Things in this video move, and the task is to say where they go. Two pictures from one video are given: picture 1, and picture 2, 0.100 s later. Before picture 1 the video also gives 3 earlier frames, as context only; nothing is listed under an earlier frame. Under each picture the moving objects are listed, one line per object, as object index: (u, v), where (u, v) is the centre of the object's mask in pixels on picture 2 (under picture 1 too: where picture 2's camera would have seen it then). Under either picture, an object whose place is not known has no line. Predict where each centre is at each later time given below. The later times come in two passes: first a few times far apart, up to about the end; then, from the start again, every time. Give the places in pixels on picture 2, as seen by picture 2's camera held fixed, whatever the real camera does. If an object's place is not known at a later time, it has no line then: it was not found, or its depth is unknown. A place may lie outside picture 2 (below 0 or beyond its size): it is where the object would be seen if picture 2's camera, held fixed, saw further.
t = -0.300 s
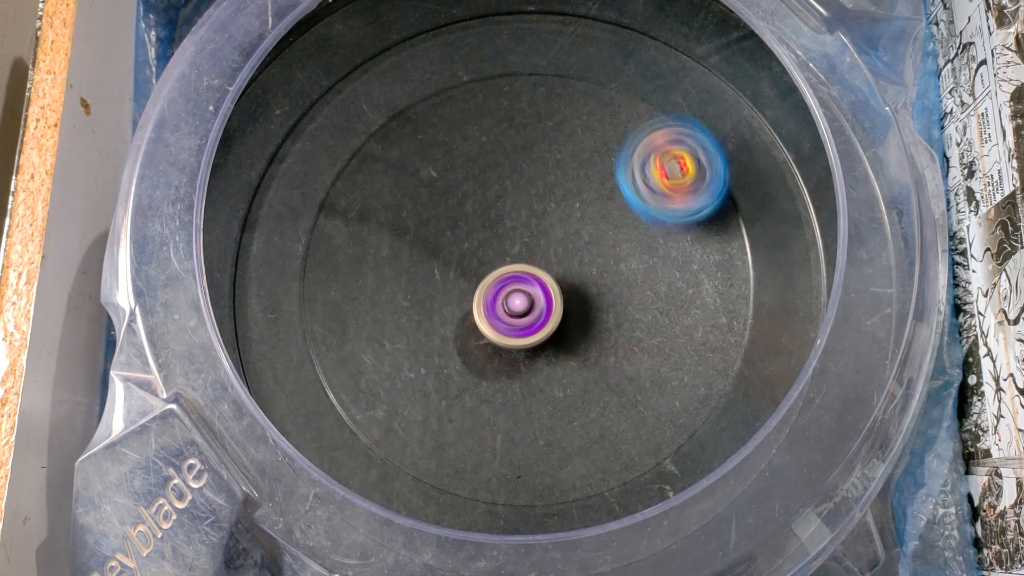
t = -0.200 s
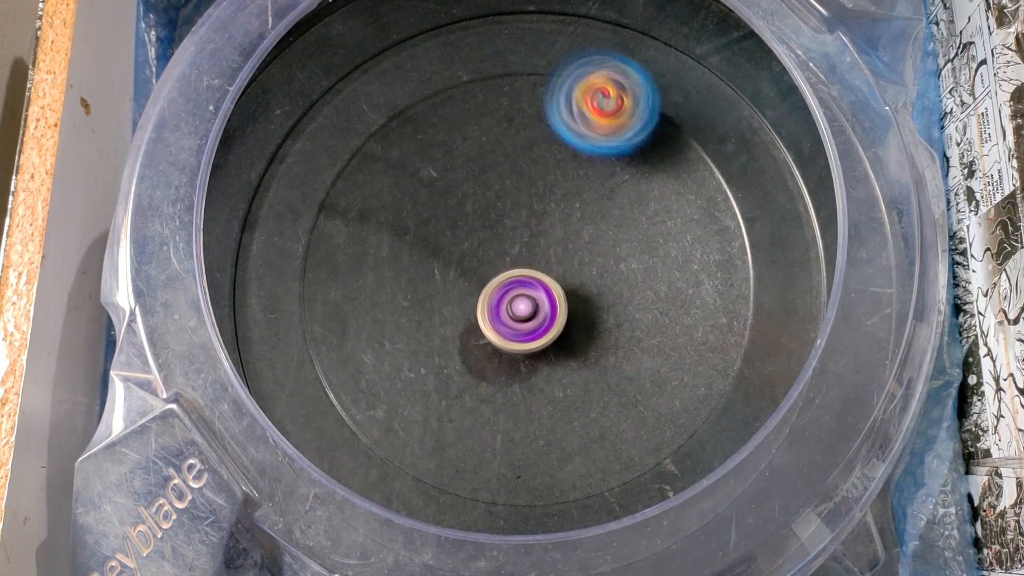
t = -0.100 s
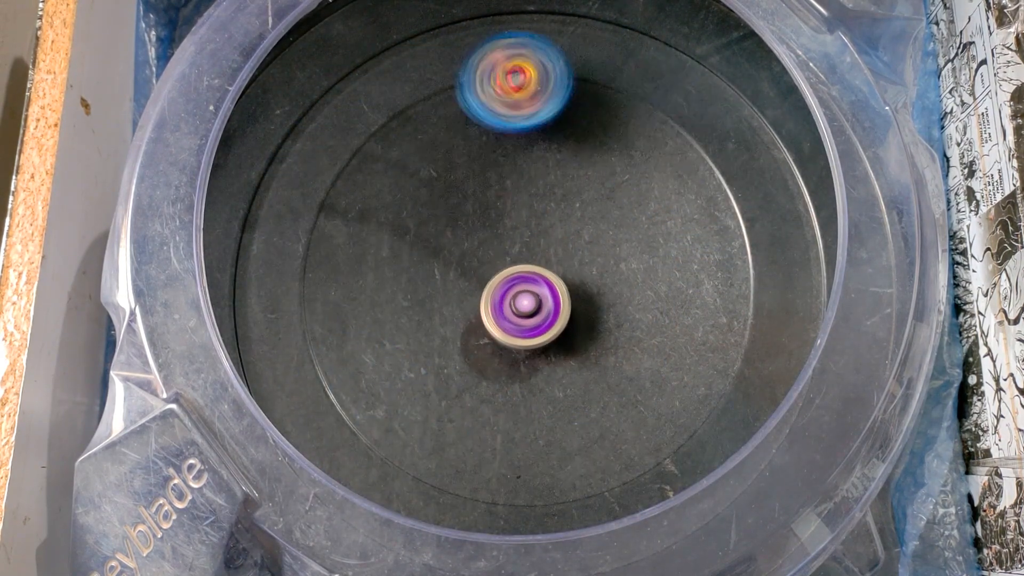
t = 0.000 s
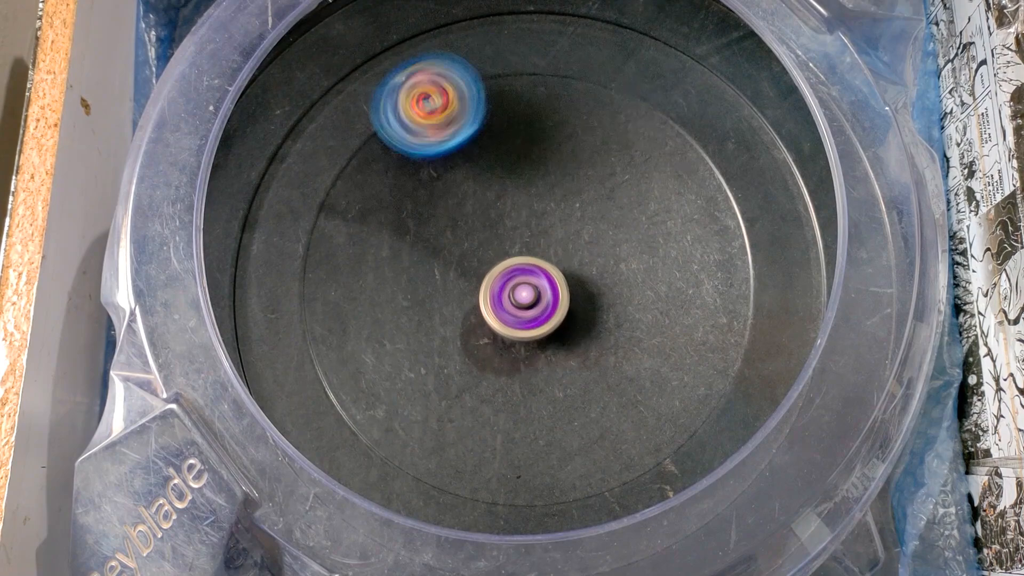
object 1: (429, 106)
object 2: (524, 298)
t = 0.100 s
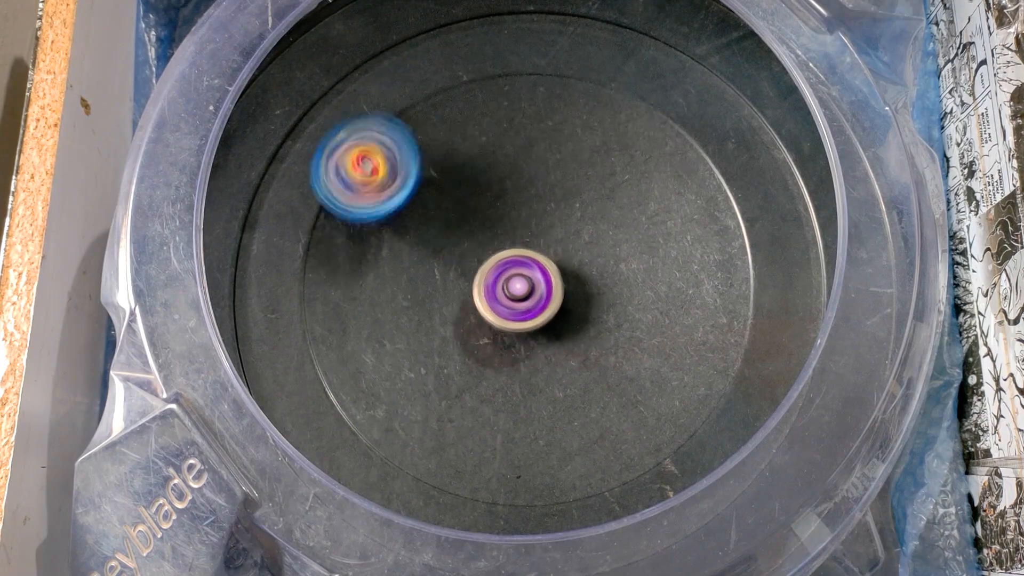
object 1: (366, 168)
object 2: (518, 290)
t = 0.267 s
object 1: (355, 319)
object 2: (500, 288)
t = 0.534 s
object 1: (583, 414)
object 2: (497, 295)
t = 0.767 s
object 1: (675, 234)
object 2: (507, 281)
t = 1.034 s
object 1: (479, 150)
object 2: (493, 273)
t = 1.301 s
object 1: (403, 306)
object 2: (506, 276)
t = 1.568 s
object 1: (546, 368)
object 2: (516, 258)
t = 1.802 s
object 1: (608, 249)
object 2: (508, 258)
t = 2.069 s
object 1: (633, 160)
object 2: (392, 289)
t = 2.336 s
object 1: (480, 202)
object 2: (449, 352)
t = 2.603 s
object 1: (431, 163)
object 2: (619, 478)
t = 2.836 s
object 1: (444, 198)
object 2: (693, 479)
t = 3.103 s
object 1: (509, 261)
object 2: (734, 467)
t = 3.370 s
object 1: (586, 227)
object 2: (756, 449)
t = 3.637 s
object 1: (527, 250)
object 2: (762, 418)
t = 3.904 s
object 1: (530, 335)
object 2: (747, 372)
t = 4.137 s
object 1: (567, 321)
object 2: (704, 262)
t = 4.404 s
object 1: (483, 257)
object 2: (569, 162)
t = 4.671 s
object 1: (439, 283)
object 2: (422, 178)
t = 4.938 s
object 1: (529, 265)
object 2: (364, 258)
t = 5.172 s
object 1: (548, 210)
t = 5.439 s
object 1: (509, 248)
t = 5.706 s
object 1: (688, 100)
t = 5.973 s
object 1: (735, 140)
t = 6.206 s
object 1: (685, 225)
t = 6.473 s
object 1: (475, 267)
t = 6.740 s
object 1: (466, 263)
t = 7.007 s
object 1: (573, 268)
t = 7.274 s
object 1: (668, 237)
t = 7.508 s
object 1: (617, 260)
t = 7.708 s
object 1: (587, 262)
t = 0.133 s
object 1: (353, 197)
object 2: (515, 289)
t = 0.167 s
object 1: (345, 226)
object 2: (511, 287)
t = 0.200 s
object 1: (343, 257)
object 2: (507, 287)
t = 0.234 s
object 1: (345, 288)
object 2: (503, 287)
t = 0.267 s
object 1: (355, 319)
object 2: (500, 288)
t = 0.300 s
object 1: (370, 350)
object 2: (498, 290)
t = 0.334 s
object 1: (391, 375)
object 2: (495, 291)
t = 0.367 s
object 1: (420, 397)
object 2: (494, 292)
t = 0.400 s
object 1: (448, 413)
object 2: (494, 293)
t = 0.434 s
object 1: (480, 422)
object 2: (495, 294)
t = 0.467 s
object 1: (515, 426)
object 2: (496, 295)
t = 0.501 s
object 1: (551, 423)
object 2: (496, 296)
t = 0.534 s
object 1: (583, 414)
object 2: (497, 295)
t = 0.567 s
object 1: (614, 399)
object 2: (499, 294)
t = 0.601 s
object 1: (641, 379)
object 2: (502, 293)
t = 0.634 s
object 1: (660, 356)
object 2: (504, 291)
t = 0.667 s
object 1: (674, 326)
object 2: (505, 289)
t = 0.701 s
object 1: (681, 297)
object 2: (506, 287)
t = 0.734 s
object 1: (682, 264)
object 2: (507, 284)
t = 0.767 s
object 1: (675, 234)
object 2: (507, 281)
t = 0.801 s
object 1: (661, 207)
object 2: (506, 278)
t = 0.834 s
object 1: (643, 182)
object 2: (503, 274)
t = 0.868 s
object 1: (620, 164)
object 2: (501, 272)
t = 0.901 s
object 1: (593, 150)
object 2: (498, 270)
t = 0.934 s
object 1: (565, 141)
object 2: (496, 270)
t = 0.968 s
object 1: (536, 139)
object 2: (494, 271)
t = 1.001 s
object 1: (507, 142)
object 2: (493, 271)
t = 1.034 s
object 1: (479, 150)
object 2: (493, 273)
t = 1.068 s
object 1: (453, 163)
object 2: (493, 273)
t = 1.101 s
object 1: (431, 179)
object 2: (493, 273)
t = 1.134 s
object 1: (416, 197)
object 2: (493, 274)
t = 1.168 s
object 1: (405, 218)
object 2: (495, 275)
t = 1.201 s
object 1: (399, 241)
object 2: (497, 276)
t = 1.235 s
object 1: (397, 263)
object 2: (500, 278)
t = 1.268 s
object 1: (398, 285)
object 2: (503, 277)
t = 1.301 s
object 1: (403, 306)
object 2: (506, 276)
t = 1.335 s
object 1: (413, 325)
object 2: (509, 274)
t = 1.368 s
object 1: (426, 343)
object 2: (512, 273)
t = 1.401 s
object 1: (441, 357)
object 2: (514, 270)
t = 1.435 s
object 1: (460, 368)
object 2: (516, 267)
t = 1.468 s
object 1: (481, 374)
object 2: (517, 265)
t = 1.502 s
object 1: (502, 377)
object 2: (517, 263)
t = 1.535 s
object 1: (524, 375)
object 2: (517, 261)
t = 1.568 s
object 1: (546, 368)
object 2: (516, 258)
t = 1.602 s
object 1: (565, 358)
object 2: (516, 257)
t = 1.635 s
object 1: (583, 344)
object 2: (515, 256)
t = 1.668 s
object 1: (596, 328)
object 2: (515, 256)
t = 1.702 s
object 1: (605, 308)
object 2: (514, 256)
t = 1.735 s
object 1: (610, 288)
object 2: (514, 257)
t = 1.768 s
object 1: (610, 268)
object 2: (513, 258)
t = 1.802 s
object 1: (608, 249)
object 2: (508, 258)
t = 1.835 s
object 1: (634, 236)
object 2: (472, 251)
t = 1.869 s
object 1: (654, 226)
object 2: (439, 246)
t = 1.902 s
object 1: (666, 217)
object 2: (415, 245)
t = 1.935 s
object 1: (669, 207)
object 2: (402, 249)
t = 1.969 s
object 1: (667, 196)
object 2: (395, 258)
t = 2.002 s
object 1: (659, 184)
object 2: (392, 268)
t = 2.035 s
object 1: (647, 172)
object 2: (391, 278)
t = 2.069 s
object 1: (633, 160)
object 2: (392, 289)
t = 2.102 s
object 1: (616, 149)
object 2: (393, 300)
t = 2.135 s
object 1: (596, 145)
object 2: (397, 310)
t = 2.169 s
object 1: (575, 145)
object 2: (402, 319)
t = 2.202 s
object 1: (553, 149)
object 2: (409, 328)
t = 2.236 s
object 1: (533, 158)
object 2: (417, 336)
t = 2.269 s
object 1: (513, 170)
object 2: (427, 343)
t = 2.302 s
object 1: (496, 185)
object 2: (437, 349)
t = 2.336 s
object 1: (480, 202)
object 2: (449, 352)
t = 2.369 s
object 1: (469, 222)
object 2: (463, 355)
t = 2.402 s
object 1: (459, 241)
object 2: (477, 355)
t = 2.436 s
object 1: (453, 260)
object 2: (491, 353)
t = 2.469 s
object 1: (445, 253)
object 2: (513, 374)
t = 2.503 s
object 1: (436, 220)
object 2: (542, 417)
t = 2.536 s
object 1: (431, 196)
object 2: (572, 451)
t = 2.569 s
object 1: (430, 176)
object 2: (597, 472)
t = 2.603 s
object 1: (431, 163)
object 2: (619, 478)
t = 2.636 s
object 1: (434, 156)
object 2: (641, 487)
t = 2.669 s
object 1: (437, 155)
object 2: (653, 486)
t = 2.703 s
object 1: (439, 160)
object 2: (663, 486)
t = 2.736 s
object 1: (441, 167)
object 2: (670, 484)
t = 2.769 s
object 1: (442, 177)
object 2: (678, 483)
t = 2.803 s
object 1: (443, 189)
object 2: (686, 481)
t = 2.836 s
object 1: (444, 198)
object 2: (693, 479)
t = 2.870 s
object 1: (445, 207)
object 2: (700, 478)
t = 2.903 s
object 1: (446, 216)
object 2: (706, 476)
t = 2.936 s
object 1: (449, 225)
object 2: (711, 474)
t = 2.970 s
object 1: (455, 235)
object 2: (717, 473)
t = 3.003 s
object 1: (465, 244)
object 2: (722, 471)
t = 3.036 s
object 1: (479, 253)
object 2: (726, 470)
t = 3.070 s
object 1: (493, 258)
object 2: (730, 468)
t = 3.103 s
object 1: (509, 261)
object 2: (734, 467)
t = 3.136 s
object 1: (525, 261)
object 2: (738, 464)
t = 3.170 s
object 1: (539, 259)
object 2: (741, 463)
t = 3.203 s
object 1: (553, 256)
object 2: (744, 461)
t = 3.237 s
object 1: (565, 251)
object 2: (747, 459)
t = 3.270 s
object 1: (574, 246)
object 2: (750, 456)
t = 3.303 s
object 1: (581, 240)
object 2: (752, 454)
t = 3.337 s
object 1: (584, 234)
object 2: (754, 452)
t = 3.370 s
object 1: (586, 227)
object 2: (756, 449)
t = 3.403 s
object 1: (585, 220)
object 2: (758, 446)
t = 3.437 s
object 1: (583, 214)
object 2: (760, 442)
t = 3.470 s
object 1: (576, 211)
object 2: (762, 439)
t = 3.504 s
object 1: (567, 210)
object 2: (764, 436)
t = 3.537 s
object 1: (555, 215)
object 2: (761, 428)
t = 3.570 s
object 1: (545, 224)
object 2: (763, 427)
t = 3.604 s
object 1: (535, 236)
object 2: (763, 422)
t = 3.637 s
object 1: (527, 250)
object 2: (762, 418)
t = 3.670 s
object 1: (521, 265)
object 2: (761, 413)
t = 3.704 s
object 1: (518, 280)
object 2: (760, 408)
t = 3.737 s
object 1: (517, 293)
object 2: (758, 402)
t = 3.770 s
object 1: (517, 305)
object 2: (755, 396)
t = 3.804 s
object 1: (518, 315)
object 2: (749, 387)
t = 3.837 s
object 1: (521, 323)
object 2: (748, 382)
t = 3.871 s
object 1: (525, 330)
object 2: (748, 377)
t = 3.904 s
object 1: (530, 335)
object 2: (747, 372)
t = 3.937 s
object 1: (536, 339)
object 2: (745, 365)
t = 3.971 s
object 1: (542, 343)
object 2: (741, 355)
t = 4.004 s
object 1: (549, 345)
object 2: (735, 339)
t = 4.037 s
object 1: (556, 345)
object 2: (728, 319)
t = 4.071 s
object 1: (563, 341)
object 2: (722, 300)
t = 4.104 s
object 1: (567, 332)
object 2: (715, 280)
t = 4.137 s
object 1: (567, 321)
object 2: (704, 262)
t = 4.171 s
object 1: (563, 310)
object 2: (692, 243)
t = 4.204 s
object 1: (555, 298)
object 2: (678, 227)
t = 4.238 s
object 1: (545, 287)
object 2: (663, 212)
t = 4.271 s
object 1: (533, 277)
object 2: (646, 198)
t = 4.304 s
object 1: (519, 269)
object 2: (628, 186)
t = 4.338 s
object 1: (506, 263)
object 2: (610, 176)
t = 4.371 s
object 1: (494, 259)
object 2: (590, 168)
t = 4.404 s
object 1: (483, 257)
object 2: (569, 162)
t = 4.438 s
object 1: (473, 257)
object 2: (548, 158)
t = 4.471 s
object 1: (465, 257)
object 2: (528, 155)
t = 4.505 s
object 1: (458, 260)
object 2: (508, 155)
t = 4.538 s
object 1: (452, 263)
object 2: (488, 157)
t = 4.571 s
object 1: (447, 267)
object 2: (469, 160)
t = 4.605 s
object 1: (442, 272)
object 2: (452, 165)
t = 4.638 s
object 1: (439, 277)
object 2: (436, 171)
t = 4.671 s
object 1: (439, 283)
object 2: (422, 178)
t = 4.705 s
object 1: (444, 290)
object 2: (409, 187)
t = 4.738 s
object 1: (454, 296)
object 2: (398, 196)
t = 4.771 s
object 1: (467, 298)
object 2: (389, 206)
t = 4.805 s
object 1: (482, 296)
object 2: (381, 216)
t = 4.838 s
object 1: (496, 291)
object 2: (375, 226)
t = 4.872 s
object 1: (509, 284)
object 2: (370, 237)
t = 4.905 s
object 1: (520, 275)
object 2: (366, 247)
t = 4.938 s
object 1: (529, 265)
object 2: (364, 258)
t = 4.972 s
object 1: (537, 256)
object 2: (364, 269)
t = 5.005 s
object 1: (542, 247)
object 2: (365, 279)
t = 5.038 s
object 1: (547, 239)
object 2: (367, 290)
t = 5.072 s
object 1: (550, 231)
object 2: (370, 300)
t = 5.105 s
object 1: (551, 225)
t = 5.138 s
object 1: (551, 217)
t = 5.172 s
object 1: (548, 210)
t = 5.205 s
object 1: (544, 204)
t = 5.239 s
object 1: (539, 200)
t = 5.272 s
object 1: (531, 199)
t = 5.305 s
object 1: (523, 203)
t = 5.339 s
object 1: (516, 210)
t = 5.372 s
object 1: (511, 221)
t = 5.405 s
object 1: (508, 233)
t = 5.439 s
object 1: (509, 248)
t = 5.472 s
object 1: (522, 250)
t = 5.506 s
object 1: (560, 211)
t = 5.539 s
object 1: (596, 178)
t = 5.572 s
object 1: (623, 147)
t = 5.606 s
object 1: (646, 126)
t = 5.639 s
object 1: (663, 113)
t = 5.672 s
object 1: (675, 106)
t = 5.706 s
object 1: (688, 100)
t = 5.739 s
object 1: (702, 97)
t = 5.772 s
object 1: (713, 95)
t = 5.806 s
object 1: (726, 99)
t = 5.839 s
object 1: (730, 106)
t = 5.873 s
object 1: (732, 113)
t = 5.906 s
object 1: (732, 120)
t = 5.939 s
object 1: (736, 127)
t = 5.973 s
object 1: (735, 140)
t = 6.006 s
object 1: (735, 148)
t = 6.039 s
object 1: (732, 161)
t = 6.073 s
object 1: (731, 171)
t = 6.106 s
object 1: (725, 185)
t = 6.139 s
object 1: (715, 202)
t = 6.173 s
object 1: (702, 213)
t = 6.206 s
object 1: (685, 225)
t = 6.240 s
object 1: (664, 237)
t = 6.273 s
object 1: (639, 244)
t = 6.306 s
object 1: (611, 252)
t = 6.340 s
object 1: (581, 259)
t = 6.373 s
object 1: (552, 265)
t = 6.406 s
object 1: (522, 266)
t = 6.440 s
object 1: (495, 266)
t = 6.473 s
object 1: (475, 267)
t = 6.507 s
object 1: (459, 266)
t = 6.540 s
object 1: (449, 263)
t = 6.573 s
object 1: (446, 262)
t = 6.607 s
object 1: (446, 261)
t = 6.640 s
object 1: (448, 260)
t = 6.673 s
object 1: (453, 261)
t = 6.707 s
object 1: (459, 262)
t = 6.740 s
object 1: (466, 263)
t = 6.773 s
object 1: (477, 264)
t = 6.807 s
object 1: (489, 265)
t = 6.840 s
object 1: (503, 265)
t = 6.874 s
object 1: (518, 265)
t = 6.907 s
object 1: (533, 267)
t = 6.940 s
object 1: (548, 267)
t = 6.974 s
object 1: (562, 268)
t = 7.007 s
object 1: (573, 268)
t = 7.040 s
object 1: (583, 269)
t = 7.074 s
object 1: (589, 271)
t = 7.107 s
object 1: (597, 270)
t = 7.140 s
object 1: (614, 267)
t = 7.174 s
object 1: (633, 256)
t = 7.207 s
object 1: (650, 252)
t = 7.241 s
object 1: (661, 243)
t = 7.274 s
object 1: (668, 237)
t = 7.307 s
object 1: (668, 238)
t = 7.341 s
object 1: (663, 243)
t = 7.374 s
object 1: (654, 245)
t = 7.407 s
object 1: (644, 248)
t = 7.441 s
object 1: (632, 253)
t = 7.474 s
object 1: (622, 257)
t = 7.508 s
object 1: (617, 260)
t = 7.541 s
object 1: (611, 262)
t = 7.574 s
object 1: (603, 263)
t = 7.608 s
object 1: (600, 263)
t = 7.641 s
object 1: (597, 262)
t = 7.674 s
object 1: (592, 263)
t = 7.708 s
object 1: (587, 262)
